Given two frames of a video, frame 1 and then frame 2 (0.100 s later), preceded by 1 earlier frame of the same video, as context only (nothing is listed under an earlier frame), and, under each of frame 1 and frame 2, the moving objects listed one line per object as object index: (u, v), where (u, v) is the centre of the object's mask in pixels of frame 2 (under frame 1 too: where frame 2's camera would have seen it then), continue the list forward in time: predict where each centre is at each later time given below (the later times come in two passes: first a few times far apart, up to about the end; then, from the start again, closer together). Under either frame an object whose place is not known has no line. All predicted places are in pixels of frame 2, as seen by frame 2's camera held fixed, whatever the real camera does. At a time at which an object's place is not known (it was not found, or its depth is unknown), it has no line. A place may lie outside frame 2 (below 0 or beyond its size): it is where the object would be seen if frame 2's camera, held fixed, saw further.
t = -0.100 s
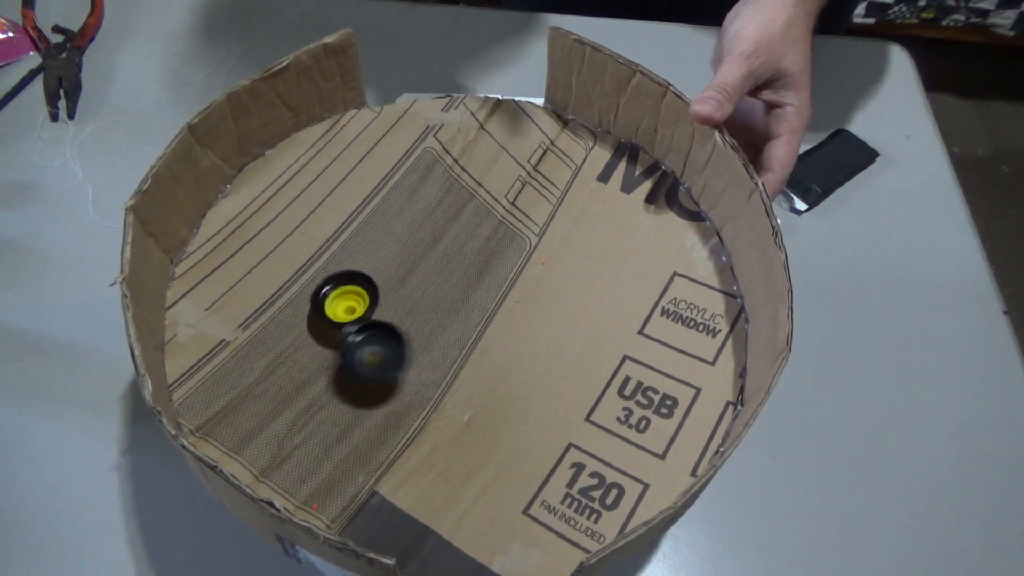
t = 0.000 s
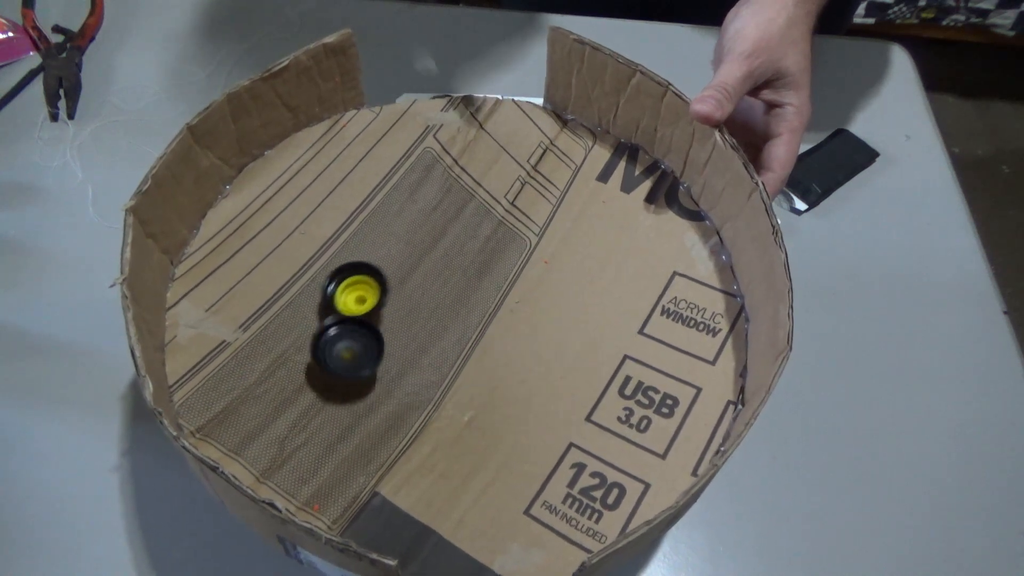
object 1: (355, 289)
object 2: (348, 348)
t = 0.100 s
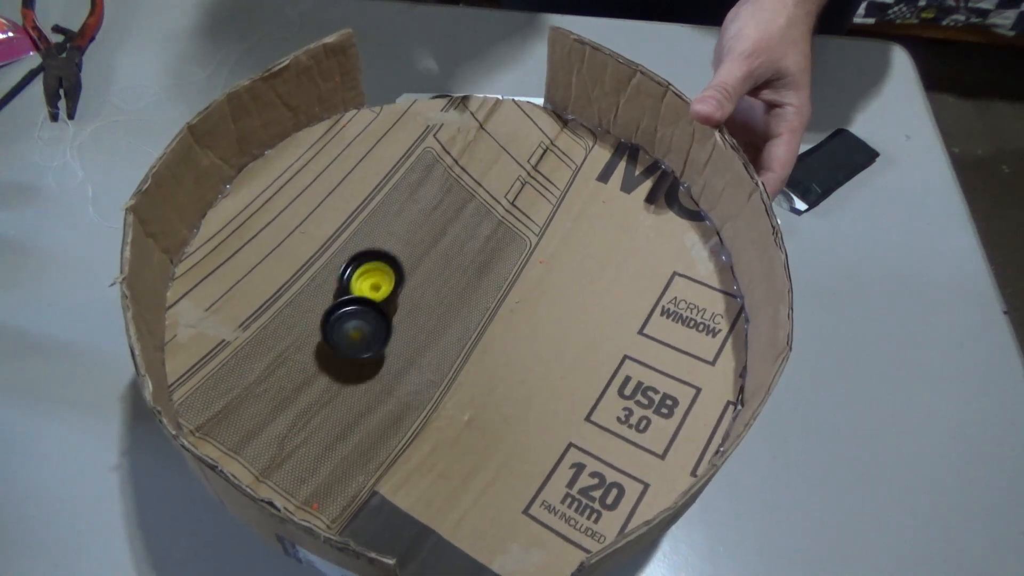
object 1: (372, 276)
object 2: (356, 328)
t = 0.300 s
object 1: (390, 269)
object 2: (373, 343)
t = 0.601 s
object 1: (398, 251)
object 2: (360, 331)
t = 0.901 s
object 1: (383, 256)
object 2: (445, 356)
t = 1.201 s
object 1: (382, 284)
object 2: (428, 404)
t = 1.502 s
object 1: (393, 300)
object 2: (491, 338)
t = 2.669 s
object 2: (513, 241)
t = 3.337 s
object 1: (382, 340)
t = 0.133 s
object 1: (375, 272)
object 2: (361, 327)
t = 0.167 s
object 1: (378, 269)
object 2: (368, 325)
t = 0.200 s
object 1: (381, 268)
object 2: (372, 326)
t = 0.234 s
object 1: (385, 268)
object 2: (374, 329)
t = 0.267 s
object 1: (387, 269)
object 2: (374, 335)
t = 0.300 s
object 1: (390, 269)
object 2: (373, 343)
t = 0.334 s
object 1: (392, 267)
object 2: (371, 353)
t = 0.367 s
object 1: (395, 264)
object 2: (371, 359)
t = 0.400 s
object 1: (396, 263)
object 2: (369, 361)
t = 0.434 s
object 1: (398, 261)
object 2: (366, 360)
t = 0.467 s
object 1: (399, 258)
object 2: (362, 357)
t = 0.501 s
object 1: (400, 256)
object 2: (358, 352)
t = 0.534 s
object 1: (400, 254)
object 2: (353, 345)
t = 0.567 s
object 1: (401, 253)
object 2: (353, 339)
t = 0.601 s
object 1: (398, 251)
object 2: (360, 331)
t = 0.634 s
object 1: (396, 250)
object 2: (368, 320)
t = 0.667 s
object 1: (393, 249)
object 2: (372, 310)
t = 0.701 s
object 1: (393, 248)
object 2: (378, 305)
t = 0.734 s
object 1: (391, 248)
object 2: (384, 303)
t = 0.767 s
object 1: (390, 246)
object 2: (392, 308)
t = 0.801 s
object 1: (386, 246)
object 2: (404, 316)
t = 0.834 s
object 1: (383, 248)
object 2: (417, 327)
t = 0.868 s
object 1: (382, 251)
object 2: (431, 340)
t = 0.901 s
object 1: (383, 256)
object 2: (445, 356)
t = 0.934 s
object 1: (383, 260)
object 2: (458, 372)
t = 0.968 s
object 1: (384, 263)
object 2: (466, 387)
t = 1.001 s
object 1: (383, 267)
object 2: (470, 397)
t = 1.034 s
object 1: (381, 271)
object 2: (469, 403)
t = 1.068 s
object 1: (380, 273)
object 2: (466, 408)
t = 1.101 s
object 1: (380, 275)
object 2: (460, 411)
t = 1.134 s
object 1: (381, 278)
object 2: (450, 412)
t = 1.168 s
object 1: (381, 282)
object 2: (438, 409)
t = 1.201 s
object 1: (382, 284)
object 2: (428, 404)
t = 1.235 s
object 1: (383, 285)
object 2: (422, 394)
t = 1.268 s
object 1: (386, 288)
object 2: (426, 382)
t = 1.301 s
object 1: (387, 290)
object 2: (433, 369)
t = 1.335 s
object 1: (388, 291)
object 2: (441, 357)
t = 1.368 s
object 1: (389, 292)
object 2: (449, 349)
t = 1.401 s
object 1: (390, 295)
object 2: (458, 343)
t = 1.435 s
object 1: (391, 297)
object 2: (468, 339)
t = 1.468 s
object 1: (391, 298)
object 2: (478, 338)
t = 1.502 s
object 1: (393, 300)
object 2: (491, 338)
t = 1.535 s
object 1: (396, 303)
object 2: (506, 341)
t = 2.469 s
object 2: (473, 294)
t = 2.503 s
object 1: (405, 326)
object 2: (478, 287)
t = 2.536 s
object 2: (484, 278)
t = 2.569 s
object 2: (491, 268)
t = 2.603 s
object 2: (497, 258)
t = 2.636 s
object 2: (505, 248)
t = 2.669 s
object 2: (513, 241)
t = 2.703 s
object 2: (522, 233)
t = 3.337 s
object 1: (382, 340)
